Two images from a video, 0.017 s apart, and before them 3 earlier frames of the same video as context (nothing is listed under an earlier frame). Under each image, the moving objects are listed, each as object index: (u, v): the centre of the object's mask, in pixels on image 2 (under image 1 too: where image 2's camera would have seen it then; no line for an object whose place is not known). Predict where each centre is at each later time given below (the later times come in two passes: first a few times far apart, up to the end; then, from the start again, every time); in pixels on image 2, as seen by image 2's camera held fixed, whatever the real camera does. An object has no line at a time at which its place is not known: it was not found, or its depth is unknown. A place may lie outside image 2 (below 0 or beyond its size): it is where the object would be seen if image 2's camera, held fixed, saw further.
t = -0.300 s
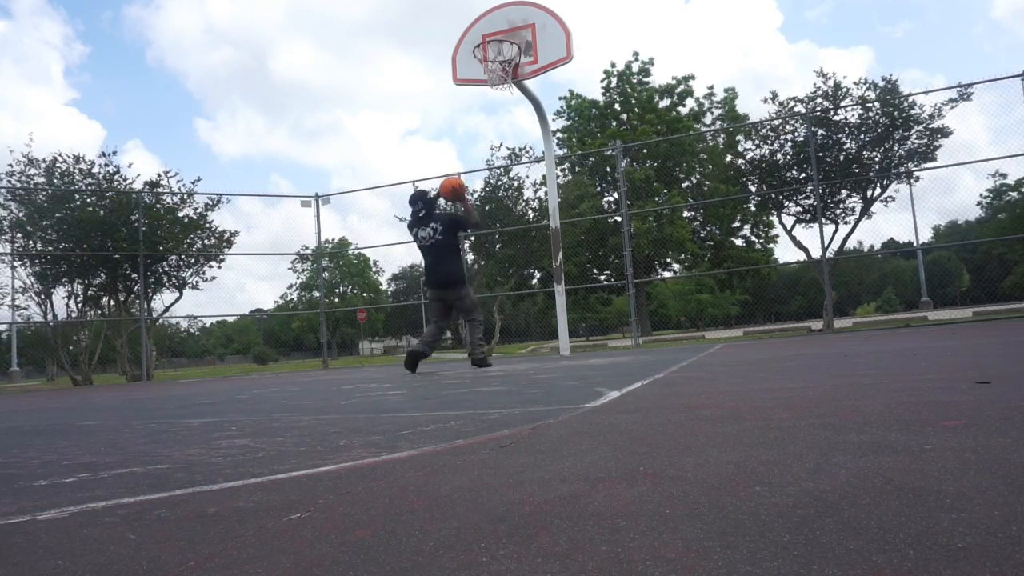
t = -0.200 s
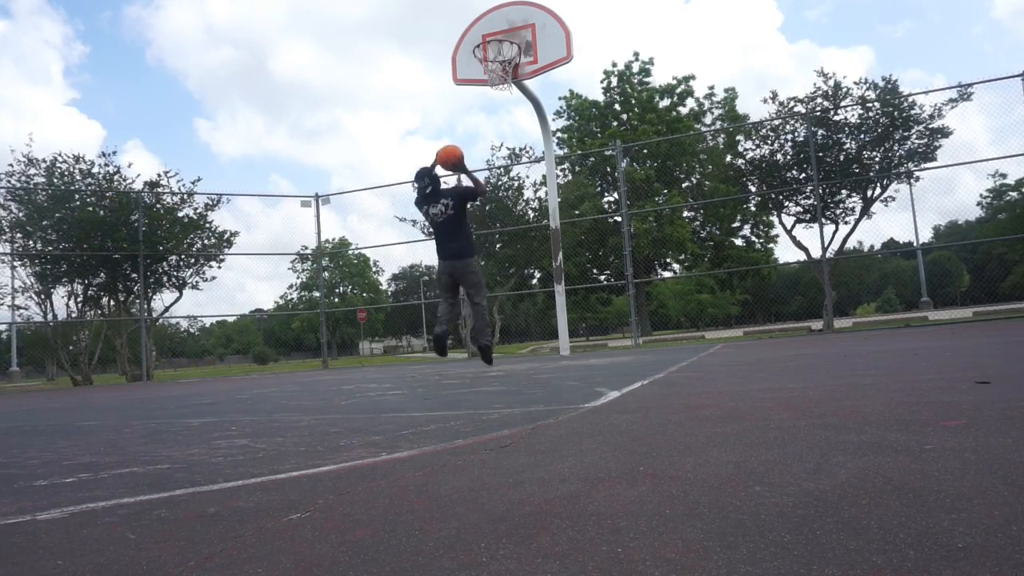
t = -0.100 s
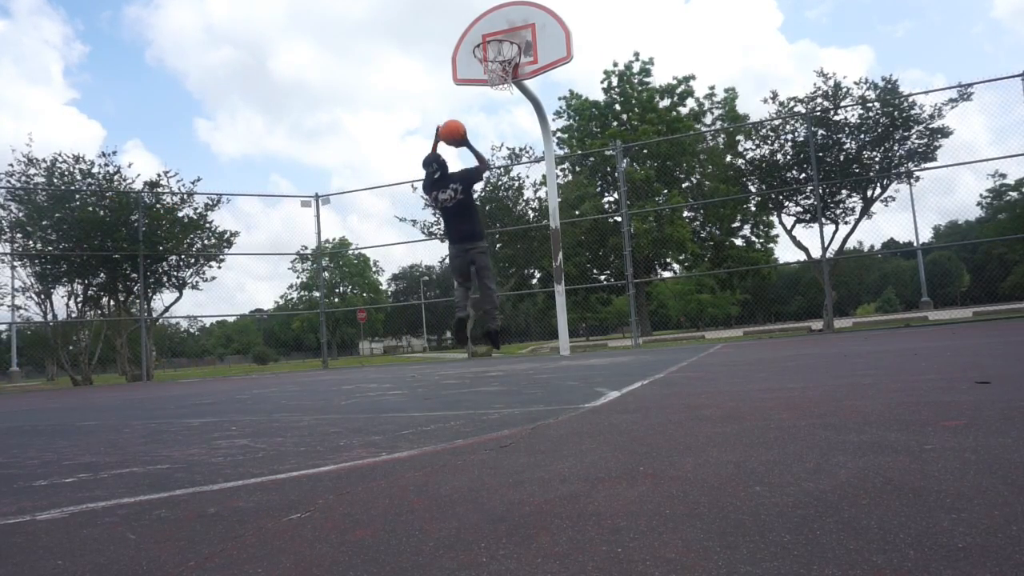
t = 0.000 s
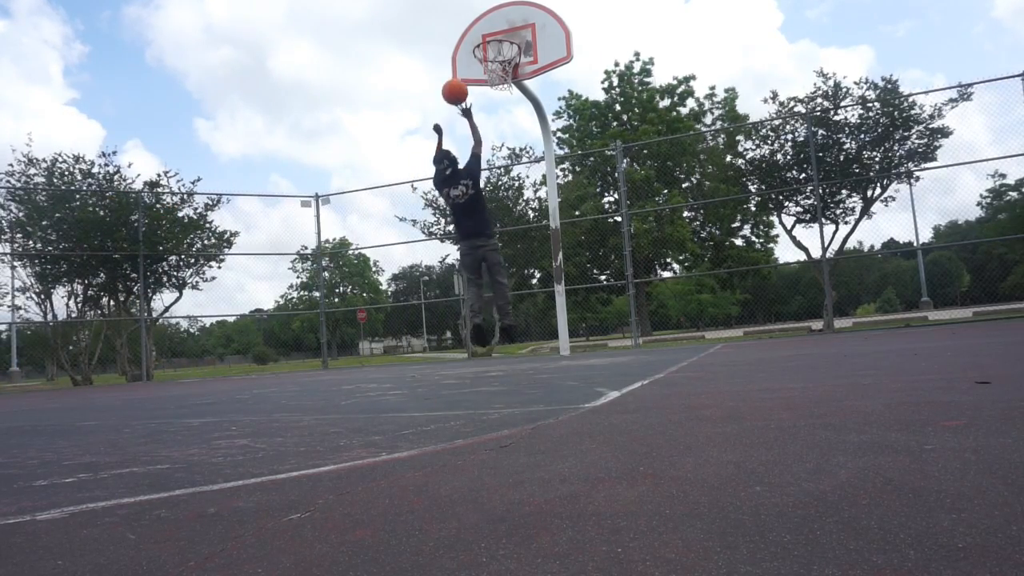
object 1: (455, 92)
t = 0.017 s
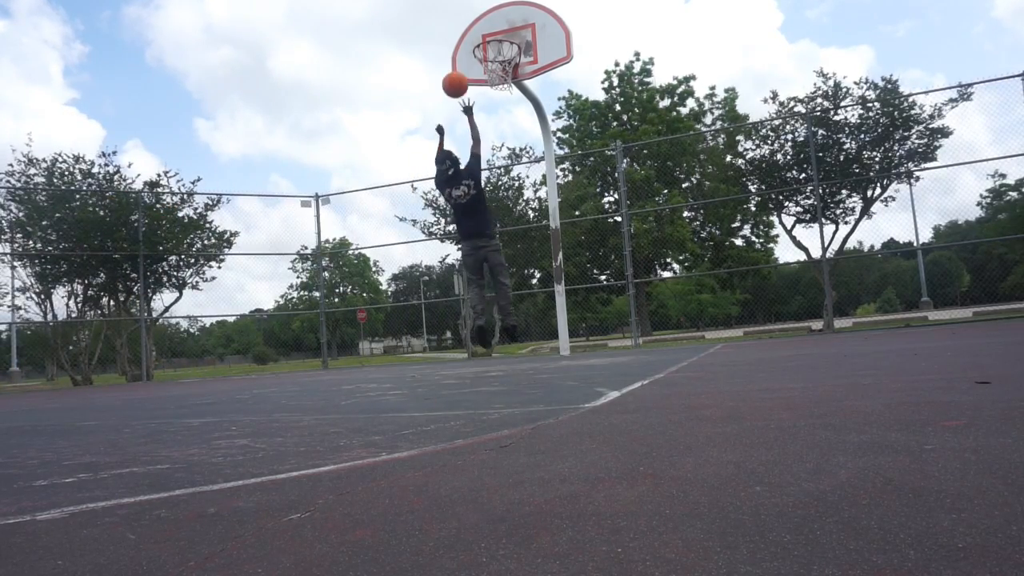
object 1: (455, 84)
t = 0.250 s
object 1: (461, 19)
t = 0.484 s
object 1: (471, 11)
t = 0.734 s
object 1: (489, 46)
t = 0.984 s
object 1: (497, 42)
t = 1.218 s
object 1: (491, 62)
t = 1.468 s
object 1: (510, 72)
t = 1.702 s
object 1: (511, 102)
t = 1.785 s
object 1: (513, 125)
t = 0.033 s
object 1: (455, 77)
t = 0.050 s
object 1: (456, 71)
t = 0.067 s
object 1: (456, 65)
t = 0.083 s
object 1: (456, 59)
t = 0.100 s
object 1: (457, 54)
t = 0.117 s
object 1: (457, 49)
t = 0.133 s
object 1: (457, 43)
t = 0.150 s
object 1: (458, 39)
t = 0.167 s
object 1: (458, 35)
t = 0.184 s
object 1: (459, 31)
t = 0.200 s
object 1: (459, 27)
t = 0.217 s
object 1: (460, 24)
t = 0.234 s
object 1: (460, 21)
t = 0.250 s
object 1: (461, 19)
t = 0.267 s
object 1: (462, 16)
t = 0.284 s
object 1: (462, 14)
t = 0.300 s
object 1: (463, 12)
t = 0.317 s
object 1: (463, 11)
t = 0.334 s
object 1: (464, 10)
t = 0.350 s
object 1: (465, 10)
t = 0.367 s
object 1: (465, 9)
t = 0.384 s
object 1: (466, 9)
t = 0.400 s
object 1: (467, 9)
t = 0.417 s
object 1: (468, 9)
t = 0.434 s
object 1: (468, 9)
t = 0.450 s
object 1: (469, 10)
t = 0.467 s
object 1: (470, 10)
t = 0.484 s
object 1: (471, 11)
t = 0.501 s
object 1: (471, 12)
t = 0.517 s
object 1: (472, 14)
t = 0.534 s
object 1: (473, 15)
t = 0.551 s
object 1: (474, 18)
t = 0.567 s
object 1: (475, 20)
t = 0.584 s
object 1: (476, 23)
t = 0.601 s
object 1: (477, 26)
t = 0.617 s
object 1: (478, 29)
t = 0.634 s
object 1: (479, 32)
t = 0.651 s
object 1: (479, 35)
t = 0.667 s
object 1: (480, 39)
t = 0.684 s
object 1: (481, 43)
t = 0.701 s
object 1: (483, 44)
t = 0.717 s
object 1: (486, 46)
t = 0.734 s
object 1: (489, 46)
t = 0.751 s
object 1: (491, 46)
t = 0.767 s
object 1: (494, 49)
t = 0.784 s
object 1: (498, 48)
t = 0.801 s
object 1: (501, 48)
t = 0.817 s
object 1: (504, 49)
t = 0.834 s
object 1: (506, 49)
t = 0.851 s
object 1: (506, 50)
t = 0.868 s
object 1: (505, 49)
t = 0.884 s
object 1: (505, 48)
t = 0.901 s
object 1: (503, 44)
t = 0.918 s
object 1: (501, 43)
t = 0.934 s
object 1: (501, 43)
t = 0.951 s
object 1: (500, 43)
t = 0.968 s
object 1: (499, 42)
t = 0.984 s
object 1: (497, 42)
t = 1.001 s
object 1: (496, 43)
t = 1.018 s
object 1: (495, 44)
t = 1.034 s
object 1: (494, 44)
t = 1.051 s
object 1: (492, 45)
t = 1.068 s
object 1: (491, 47)
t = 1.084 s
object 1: (490, 48)
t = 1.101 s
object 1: (489, 51)
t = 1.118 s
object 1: (488, 52)
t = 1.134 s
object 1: (487, 53)
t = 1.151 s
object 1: (486, 55)
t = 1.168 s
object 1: (487, 56)
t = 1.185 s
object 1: (488, 58)
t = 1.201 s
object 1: (489, 61)
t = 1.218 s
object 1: (491, 62)
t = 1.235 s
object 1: (493, 65)
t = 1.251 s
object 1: (495, 66)
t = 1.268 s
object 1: (500, 69)
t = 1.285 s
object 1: (501, 71)
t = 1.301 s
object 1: (500, 71)
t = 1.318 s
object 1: (501, 72)
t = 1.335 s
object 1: (502, 71)
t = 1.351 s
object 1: (503, 72)
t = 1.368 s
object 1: (506, 72)
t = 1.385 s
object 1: (507, 71)
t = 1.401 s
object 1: (508, 71)
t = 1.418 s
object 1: (509, 71)
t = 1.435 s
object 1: (510, 71)
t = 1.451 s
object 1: (510, 72)
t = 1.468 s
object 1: (510, 72)
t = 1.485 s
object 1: (511, 74)
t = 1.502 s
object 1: (510, 74)
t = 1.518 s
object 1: (510, 75)
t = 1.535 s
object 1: (509, 76)
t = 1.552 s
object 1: (509, 77)
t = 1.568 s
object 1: (509, 78)
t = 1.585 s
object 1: (509, 80)
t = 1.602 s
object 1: (509, 83)
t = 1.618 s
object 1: (509, 85)
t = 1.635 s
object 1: (510, 88)
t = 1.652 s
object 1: (510, 91)
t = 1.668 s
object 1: (511, 94)
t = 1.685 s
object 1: (511, 98)
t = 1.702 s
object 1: (511, 102)
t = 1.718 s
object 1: (512, 106)
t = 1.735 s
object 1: (512, 110)
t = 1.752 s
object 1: (512, 115)
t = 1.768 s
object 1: (513, 120)
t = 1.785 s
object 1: (513, 125)
